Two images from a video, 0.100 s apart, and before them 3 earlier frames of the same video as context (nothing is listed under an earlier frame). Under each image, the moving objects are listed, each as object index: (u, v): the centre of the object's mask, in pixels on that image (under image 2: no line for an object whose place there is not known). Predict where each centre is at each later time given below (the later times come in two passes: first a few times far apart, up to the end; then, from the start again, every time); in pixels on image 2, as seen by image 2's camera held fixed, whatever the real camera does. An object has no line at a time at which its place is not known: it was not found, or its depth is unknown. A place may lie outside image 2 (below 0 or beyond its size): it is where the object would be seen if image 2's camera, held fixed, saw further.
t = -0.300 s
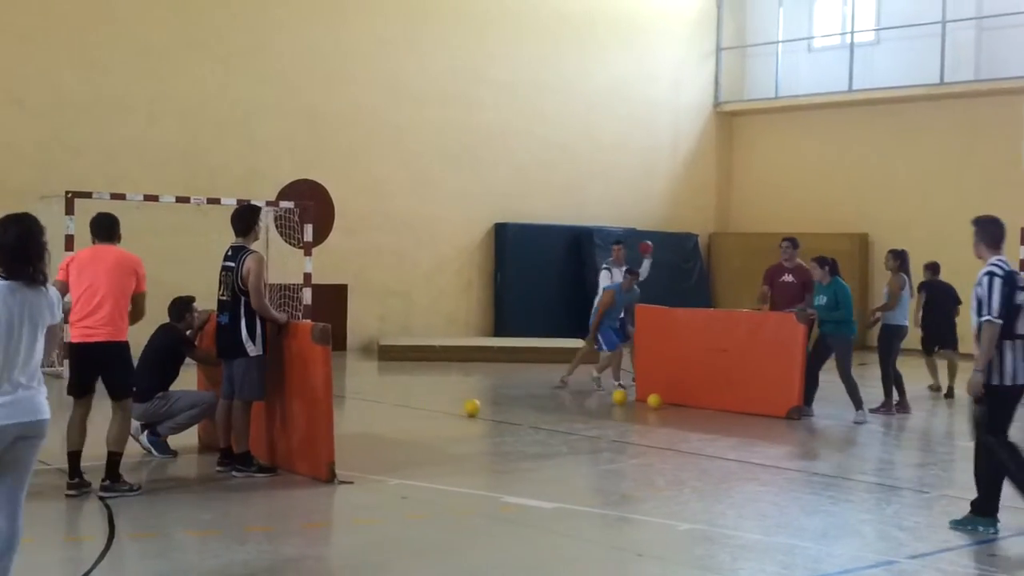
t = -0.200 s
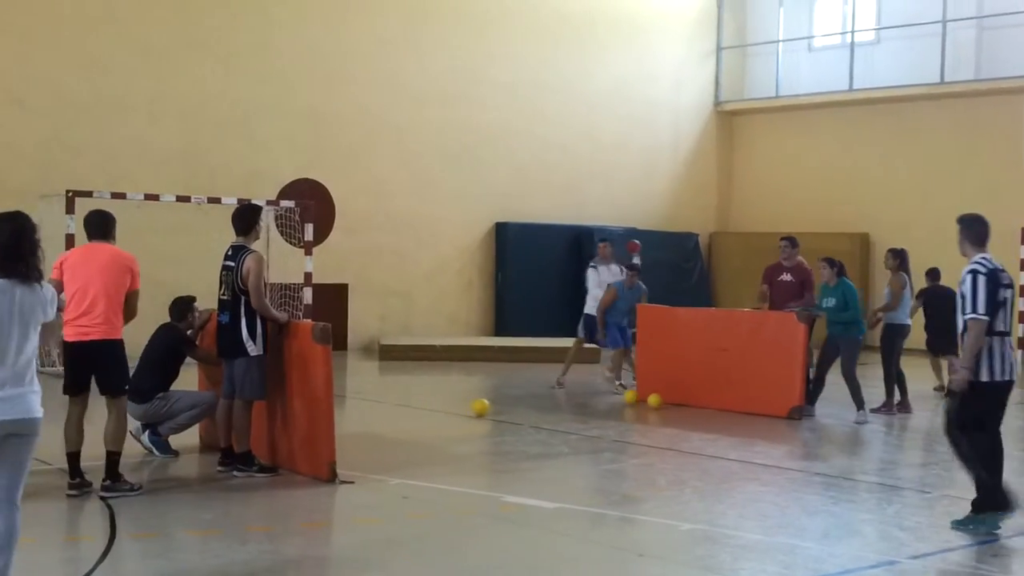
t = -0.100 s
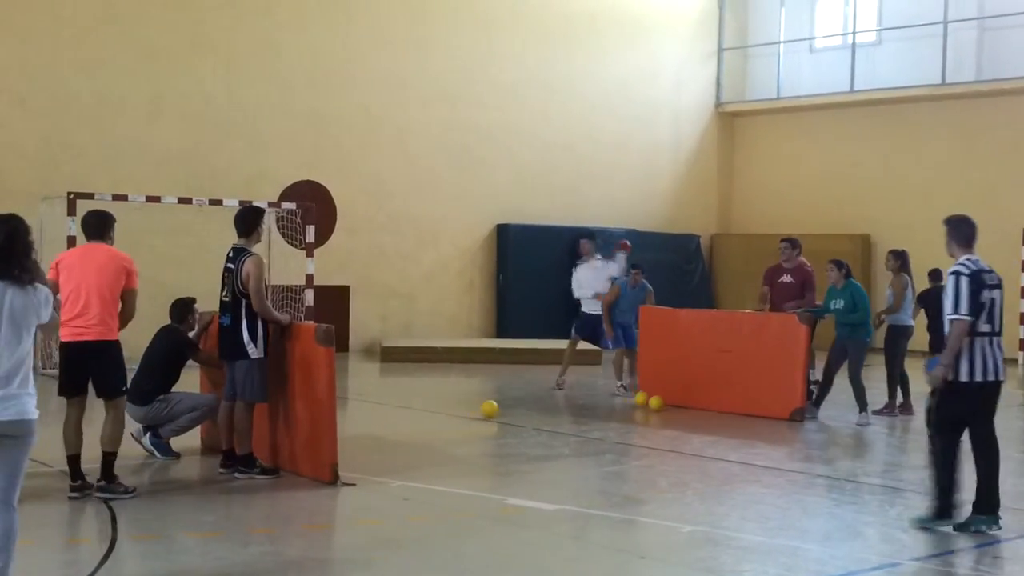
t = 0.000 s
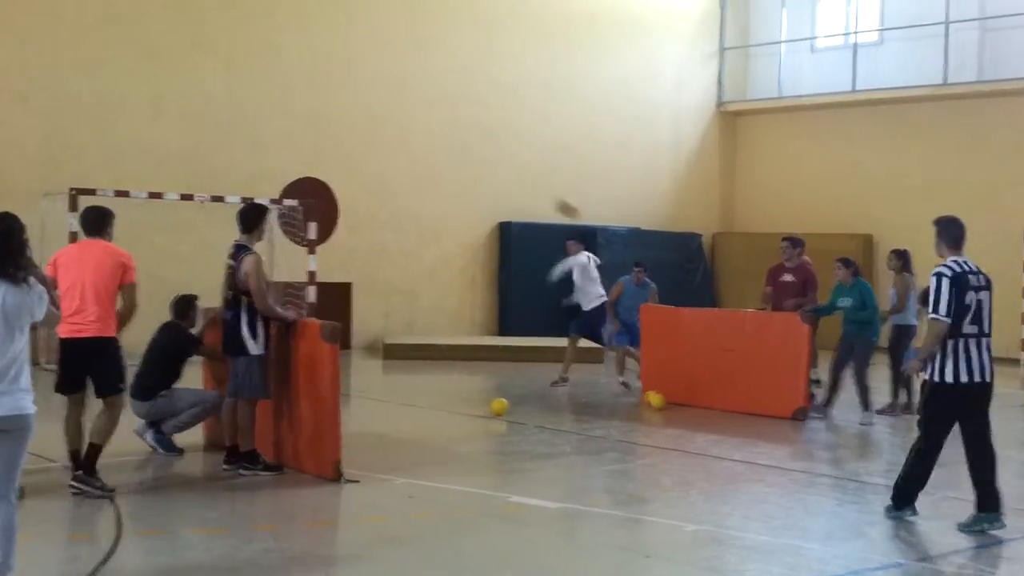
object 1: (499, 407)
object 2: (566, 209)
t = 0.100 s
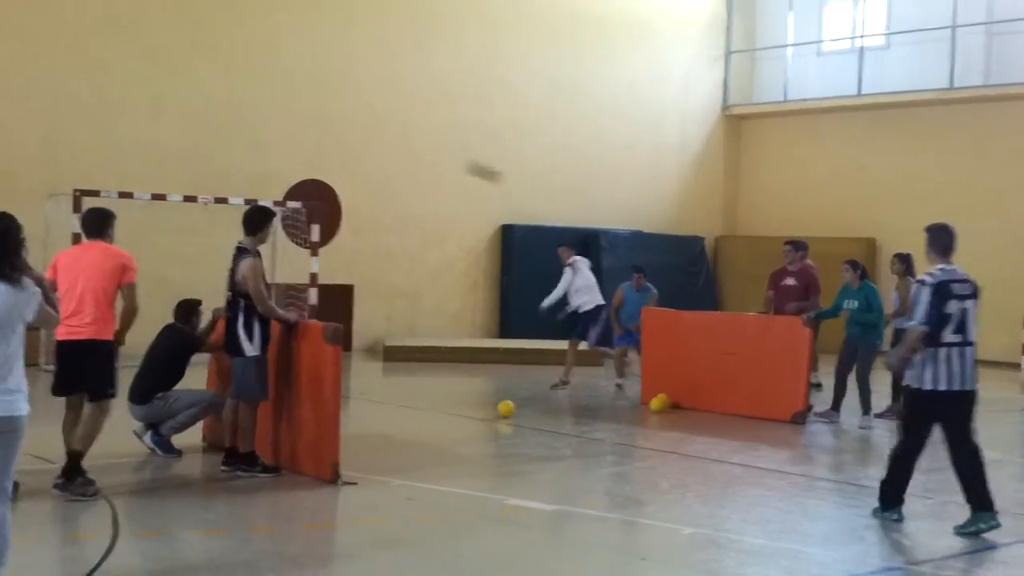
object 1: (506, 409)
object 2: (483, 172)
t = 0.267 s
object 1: (517, 409)
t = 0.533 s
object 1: (534, 409)
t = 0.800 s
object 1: (549, 407)
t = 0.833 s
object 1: (550, 407)
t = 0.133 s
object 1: (508, 409)
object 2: (454, 159)
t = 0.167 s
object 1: (511, 409)
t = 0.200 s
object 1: (512, 408)
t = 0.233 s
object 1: (514, 409)
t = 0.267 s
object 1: (517, 409)
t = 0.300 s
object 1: (519, 409)
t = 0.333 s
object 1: (521, 409)
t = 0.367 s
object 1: (523, 408)
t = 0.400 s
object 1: (525, 408)
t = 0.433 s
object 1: (527, 409)
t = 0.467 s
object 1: (530, 408)
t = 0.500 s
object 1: (532, 408)
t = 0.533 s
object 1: (534, 409)
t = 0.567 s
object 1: (535, 409)
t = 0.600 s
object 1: (538, 409)
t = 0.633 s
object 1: (539, 408)
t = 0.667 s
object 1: (541, 408)
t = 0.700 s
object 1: (544, 408)
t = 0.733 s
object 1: (546, 408)
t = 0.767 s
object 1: (547, 408)
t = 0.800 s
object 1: (549, 407)
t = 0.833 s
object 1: (550, 407)
